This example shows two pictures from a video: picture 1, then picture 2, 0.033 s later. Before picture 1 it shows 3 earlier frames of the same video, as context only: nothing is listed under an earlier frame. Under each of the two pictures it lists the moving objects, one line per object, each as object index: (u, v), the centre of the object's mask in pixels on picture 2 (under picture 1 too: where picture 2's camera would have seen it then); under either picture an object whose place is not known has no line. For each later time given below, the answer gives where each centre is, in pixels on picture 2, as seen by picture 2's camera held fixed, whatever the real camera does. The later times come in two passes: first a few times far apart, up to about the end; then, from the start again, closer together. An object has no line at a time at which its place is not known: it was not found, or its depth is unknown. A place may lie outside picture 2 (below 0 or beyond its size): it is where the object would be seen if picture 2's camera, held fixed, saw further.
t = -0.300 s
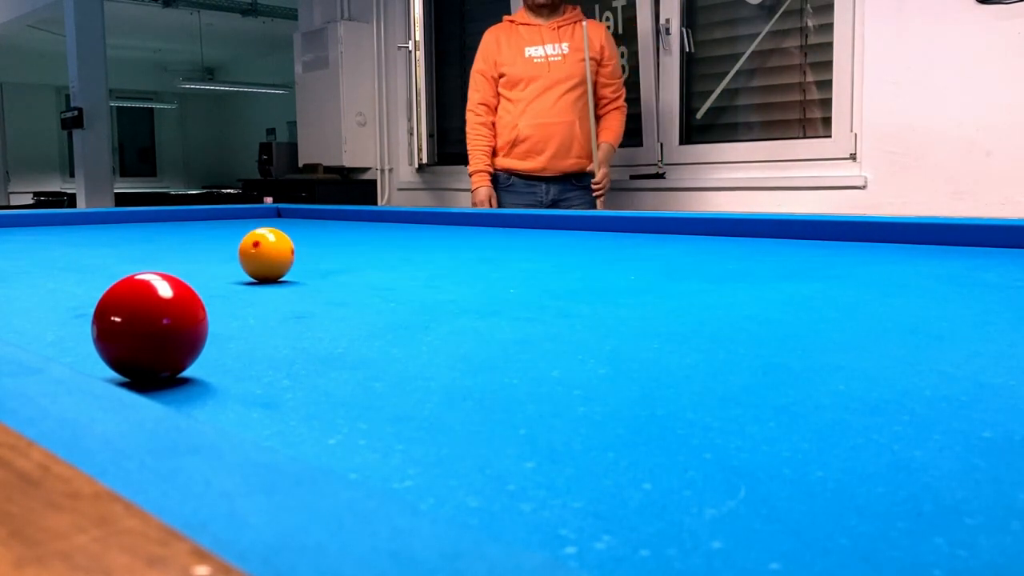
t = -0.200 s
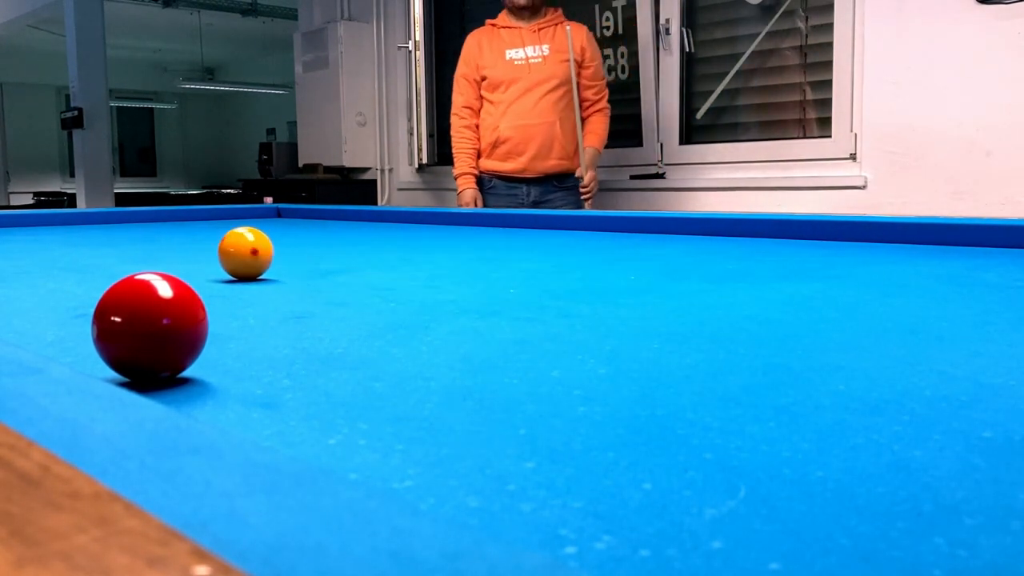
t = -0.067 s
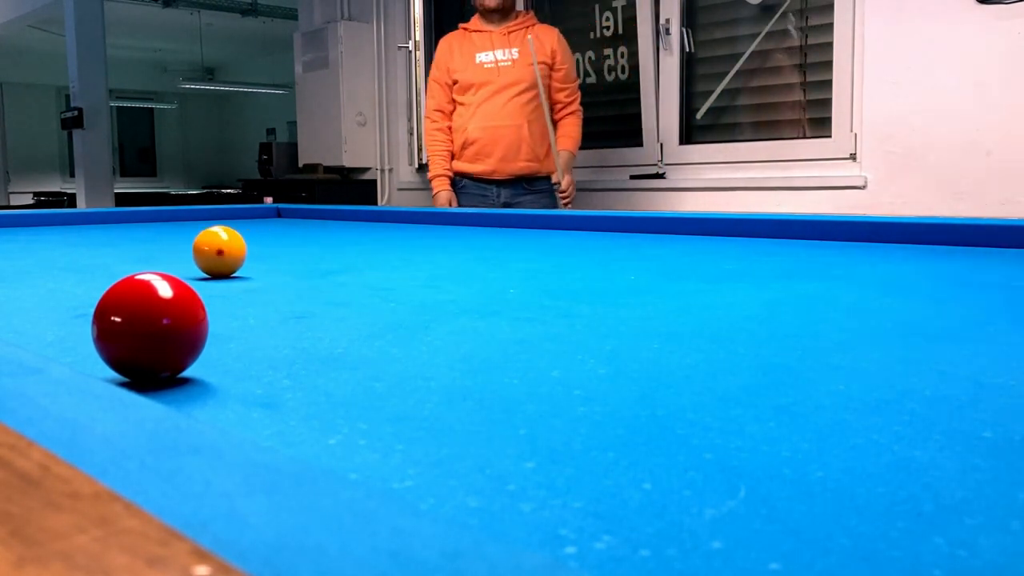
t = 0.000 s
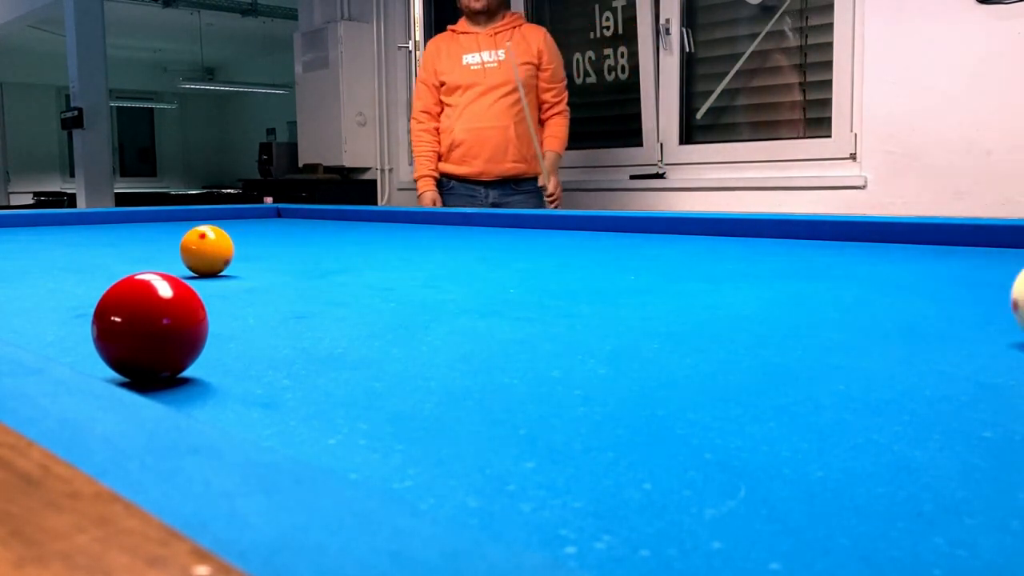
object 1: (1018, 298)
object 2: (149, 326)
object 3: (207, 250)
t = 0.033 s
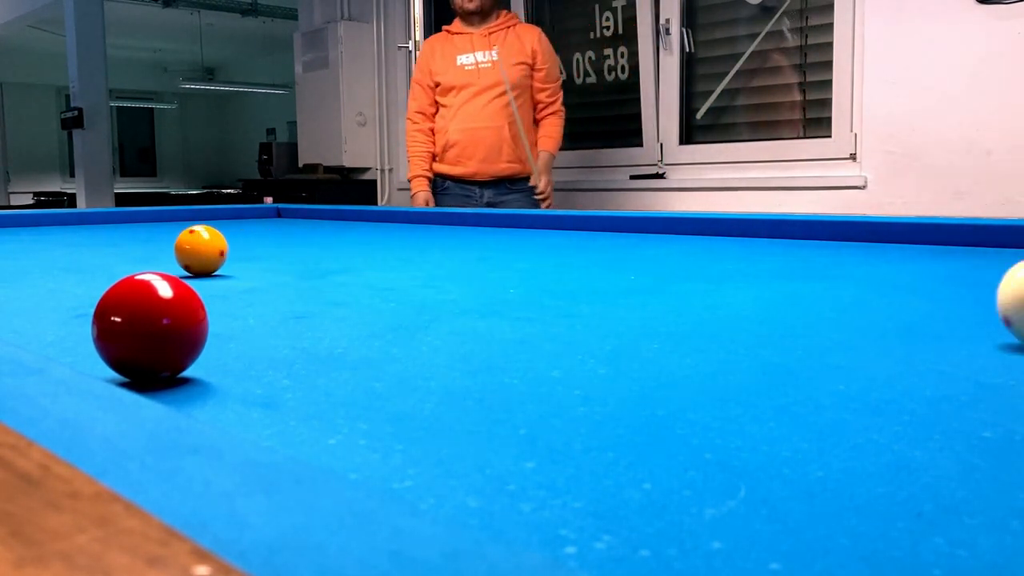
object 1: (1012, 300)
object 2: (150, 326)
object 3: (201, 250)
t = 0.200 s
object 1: (977, 304)
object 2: (150, 326)
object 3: (172, 248)
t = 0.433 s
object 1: (877, 309)
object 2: (150, 326)
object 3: (136, 246)
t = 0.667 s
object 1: (771, 313)
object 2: (150, 326)
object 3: (104, 244)
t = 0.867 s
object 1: (678, 317)
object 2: (150, 327)
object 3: (80, 242)
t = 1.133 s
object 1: (552, 324)
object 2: (150, 327)
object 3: (51, 240)
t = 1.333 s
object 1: (455, 329)
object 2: (150, 327)
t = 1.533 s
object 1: (355, 334)
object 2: (149, 327)
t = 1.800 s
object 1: (217, 341)
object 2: (133, 324)
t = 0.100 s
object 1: (1000, 301)
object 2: (150, 326)
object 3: (189, 249)
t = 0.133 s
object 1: (993, 302)
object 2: (150, 326)
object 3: (183, 249)
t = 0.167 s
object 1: (985, 303)
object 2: (150, 326)
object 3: (178, 248)
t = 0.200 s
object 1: (977, 304)
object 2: (150, 326)
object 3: (172, 248)
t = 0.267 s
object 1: (951, 305)
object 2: (150, 326)
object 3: (161, 247)
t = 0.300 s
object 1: (937, 306)
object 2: (150, 326)
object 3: (156, 247)
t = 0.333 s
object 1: (922, 306)
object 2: (150, 326)
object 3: (151, 246)
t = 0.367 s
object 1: (907, 307)
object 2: (150, 326)
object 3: (146, 246)
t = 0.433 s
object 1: (877, 309)
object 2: (150, 326)
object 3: (136, 246)
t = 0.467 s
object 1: (862, 309)
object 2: (150, 326)
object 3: (131, 245)
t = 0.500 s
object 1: (848, 310)
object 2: (150, 326)
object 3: (126, 245)
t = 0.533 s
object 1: (833, 311)
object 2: (150, 326)
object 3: (122, 245)
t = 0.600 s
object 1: (802, 312)
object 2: (150, 326)
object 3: (113, 244)
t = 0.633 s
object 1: (787, 313)
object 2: (150, 326)
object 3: (109, 244)
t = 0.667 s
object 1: (771, 313)
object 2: (150, 326)
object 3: (104, 244)
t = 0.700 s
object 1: (756, 314)
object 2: (150, 326)
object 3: (100, 243)
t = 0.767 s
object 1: (725, 316)
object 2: (150, 327)
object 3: (92, 243)
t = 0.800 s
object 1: (710, 316)
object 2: (150, 327)
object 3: (88, 242)
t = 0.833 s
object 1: (694, 317)
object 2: (150, 327)
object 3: (84, 242)
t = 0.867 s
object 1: (678, 317)
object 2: (150, 327)
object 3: (80, 242)
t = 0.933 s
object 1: (647, 319)
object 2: (150, 327)
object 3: (72, 241)
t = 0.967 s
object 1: (631, 320)
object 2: (150, 327)
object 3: (68, 241)
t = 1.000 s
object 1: (615, 321)
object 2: (150, 327)
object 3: (65, 241)
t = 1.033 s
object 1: (600, 321)
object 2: (150, 327)
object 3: (61, 240)
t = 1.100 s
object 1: (568, 323)
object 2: (150, 327)
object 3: (54, 240)
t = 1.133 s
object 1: (552, 324)
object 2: (150, 327)
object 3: (51, 240)
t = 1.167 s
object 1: (536, 325)
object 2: (150, 327)
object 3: (47, 240)
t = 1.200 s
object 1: (520, 325)
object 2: (150, 327)
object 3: (44, 239)
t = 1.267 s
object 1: (487, 327)
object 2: (150, 327)
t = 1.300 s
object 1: (471, 328)
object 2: (150, 327)
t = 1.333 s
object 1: (455, 329)
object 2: (150, 327)
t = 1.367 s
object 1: (438, 330)
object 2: (150, 327)
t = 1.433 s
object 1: (405, 331)
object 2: (150, 327)
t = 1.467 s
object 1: (388, 332)
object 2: (149, 327)
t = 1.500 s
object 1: (372, 333)
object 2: (150, 327)
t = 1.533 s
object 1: (355, 334)
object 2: (149, 327)
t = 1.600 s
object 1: (321, 336)
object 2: (149, 327)
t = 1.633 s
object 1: (303, 337)
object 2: (149, 327)
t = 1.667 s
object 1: (286, 338)
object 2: (149, 327)
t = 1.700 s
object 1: (269, 339)
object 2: (149, 326)
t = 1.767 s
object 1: (234, 340)
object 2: (139, 325)
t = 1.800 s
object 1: (217, 341)
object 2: (133, 324)
